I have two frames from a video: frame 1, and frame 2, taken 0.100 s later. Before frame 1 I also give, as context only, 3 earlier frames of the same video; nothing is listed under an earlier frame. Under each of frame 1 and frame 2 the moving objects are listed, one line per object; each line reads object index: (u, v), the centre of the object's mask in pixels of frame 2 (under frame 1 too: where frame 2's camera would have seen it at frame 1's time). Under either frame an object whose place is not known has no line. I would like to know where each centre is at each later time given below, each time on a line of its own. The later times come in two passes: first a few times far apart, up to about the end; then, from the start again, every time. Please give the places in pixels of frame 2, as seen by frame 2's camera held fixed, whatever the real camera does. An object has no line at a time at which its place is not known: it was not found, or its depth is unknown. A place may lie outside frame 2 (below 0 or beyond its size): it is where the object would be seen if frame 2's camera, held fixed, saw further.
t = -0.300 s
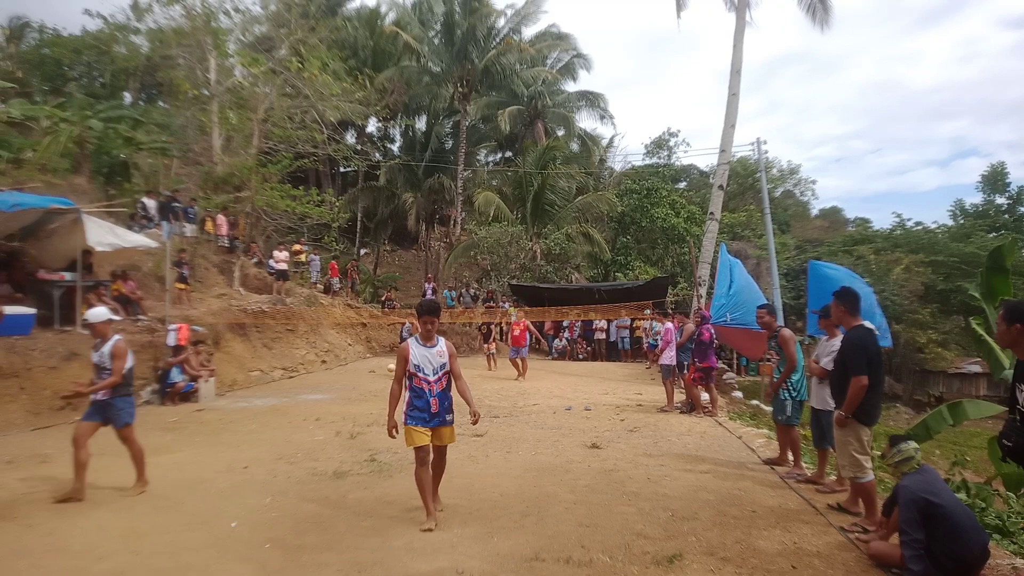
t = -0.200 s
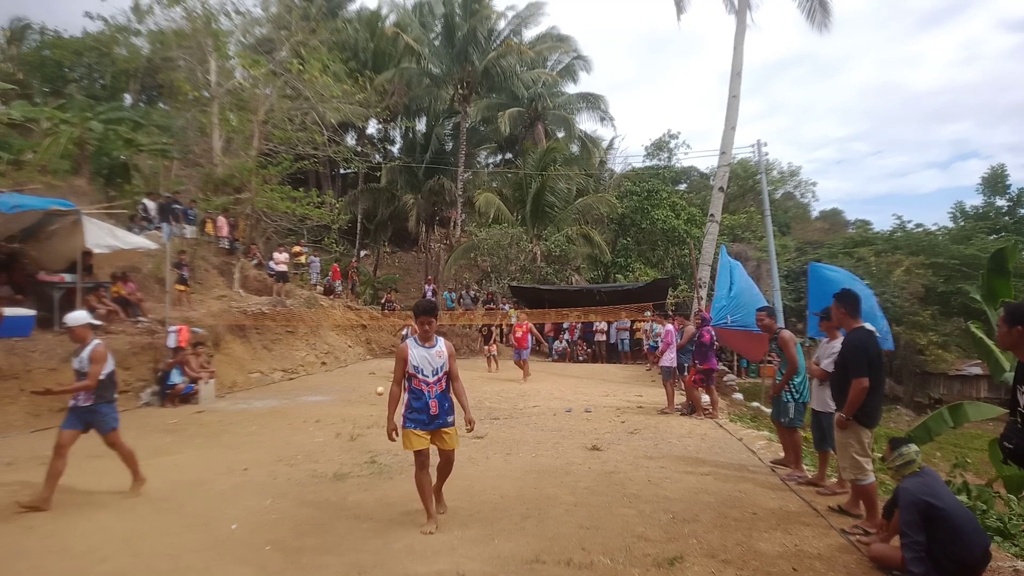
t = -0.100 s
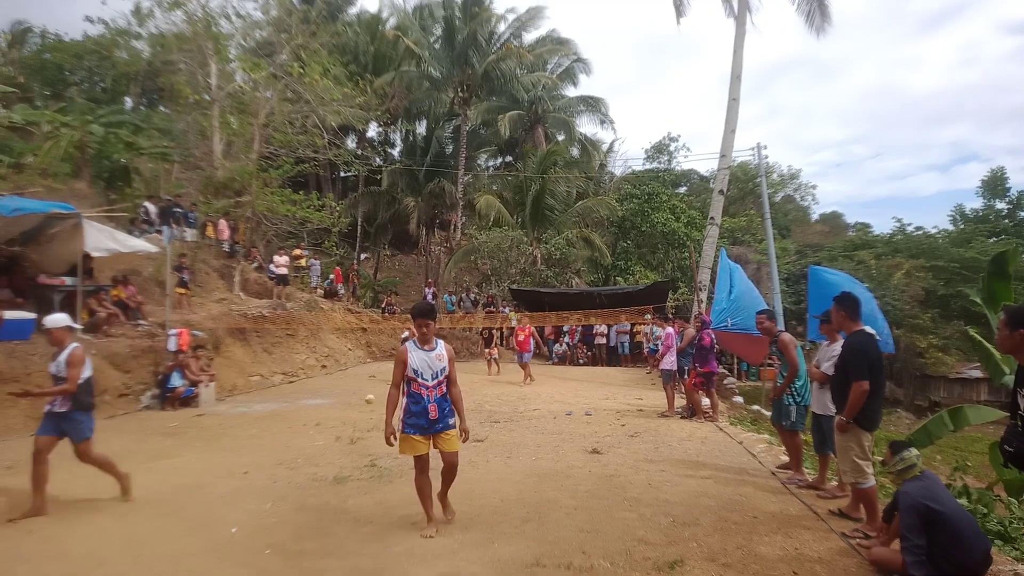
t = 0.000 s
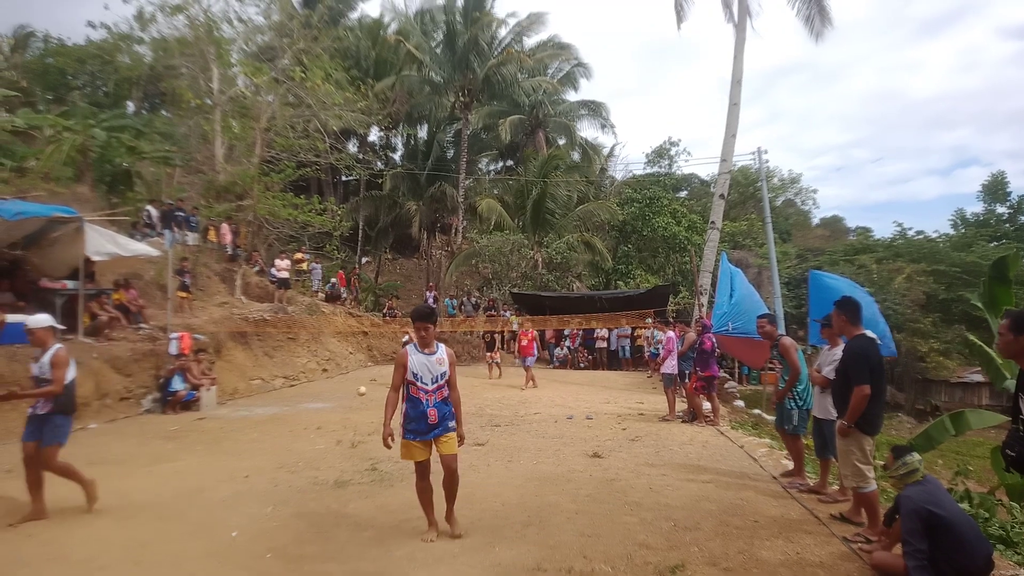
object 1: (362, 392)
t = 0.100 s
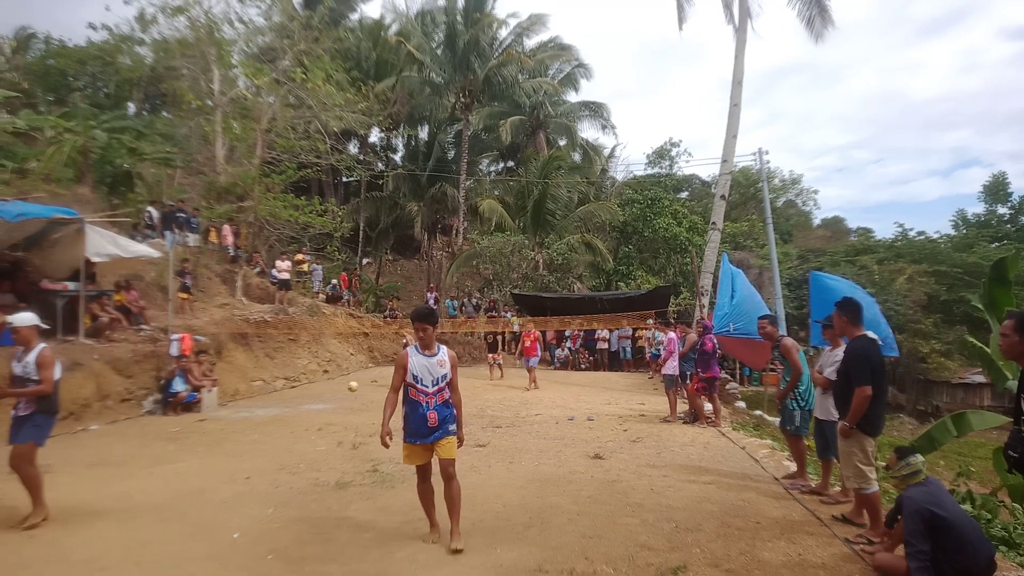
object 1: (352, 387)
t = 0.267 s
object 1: (335, 392)
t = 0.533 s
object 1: (301, 449)
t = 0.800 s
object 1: (257, 468)
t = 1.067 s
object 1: (204, 501)
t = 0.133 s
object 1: (349, 386)
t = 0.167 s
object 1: (346, 387)
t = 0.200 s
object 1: (342, 388)
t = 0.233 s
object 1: (339, 390)
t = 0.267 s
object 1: (335, 392)
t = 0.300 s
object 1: (331, 397)
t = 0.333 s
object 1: (328, 401)
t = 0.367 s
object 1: (323, 407)
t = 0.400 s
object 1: (320, 415)
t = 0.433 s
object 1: (316, 422)
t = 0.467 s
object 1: (311, 431)
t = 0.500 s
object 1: (306, 443)
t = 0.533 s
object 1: (301, 449)
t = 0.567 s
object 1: (296, 448)
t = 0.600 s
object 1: (292, 449)
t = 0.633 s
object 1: (286, 452)
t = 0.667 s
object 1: (280, 456)
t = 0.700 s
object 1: (275, 461)
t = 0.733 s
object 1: (268, 468)
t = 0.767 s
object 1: (262, 471)
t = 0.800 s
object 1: (257, 468)
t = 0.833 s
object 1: (251, 468)
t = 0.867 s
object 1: (246, 468)
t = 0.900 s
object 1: (239, 469)
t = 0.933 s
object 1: (233, 472)
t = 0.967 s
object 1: (227, 476)
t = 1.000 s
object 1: (219, 482)
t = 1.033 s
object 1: (212, 491)
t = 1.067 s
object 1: (204, 501)
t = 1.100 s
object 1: (195, 513)
